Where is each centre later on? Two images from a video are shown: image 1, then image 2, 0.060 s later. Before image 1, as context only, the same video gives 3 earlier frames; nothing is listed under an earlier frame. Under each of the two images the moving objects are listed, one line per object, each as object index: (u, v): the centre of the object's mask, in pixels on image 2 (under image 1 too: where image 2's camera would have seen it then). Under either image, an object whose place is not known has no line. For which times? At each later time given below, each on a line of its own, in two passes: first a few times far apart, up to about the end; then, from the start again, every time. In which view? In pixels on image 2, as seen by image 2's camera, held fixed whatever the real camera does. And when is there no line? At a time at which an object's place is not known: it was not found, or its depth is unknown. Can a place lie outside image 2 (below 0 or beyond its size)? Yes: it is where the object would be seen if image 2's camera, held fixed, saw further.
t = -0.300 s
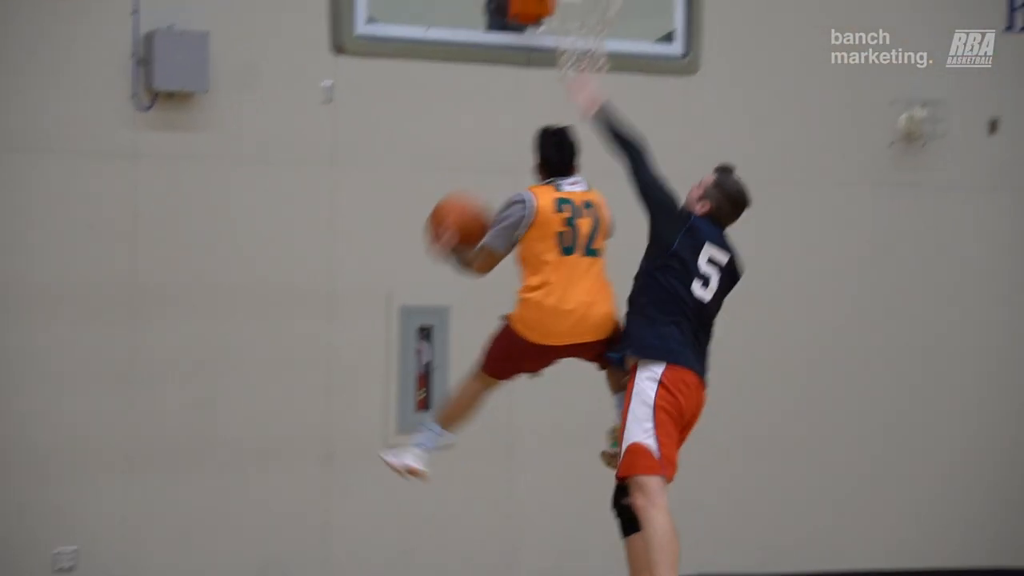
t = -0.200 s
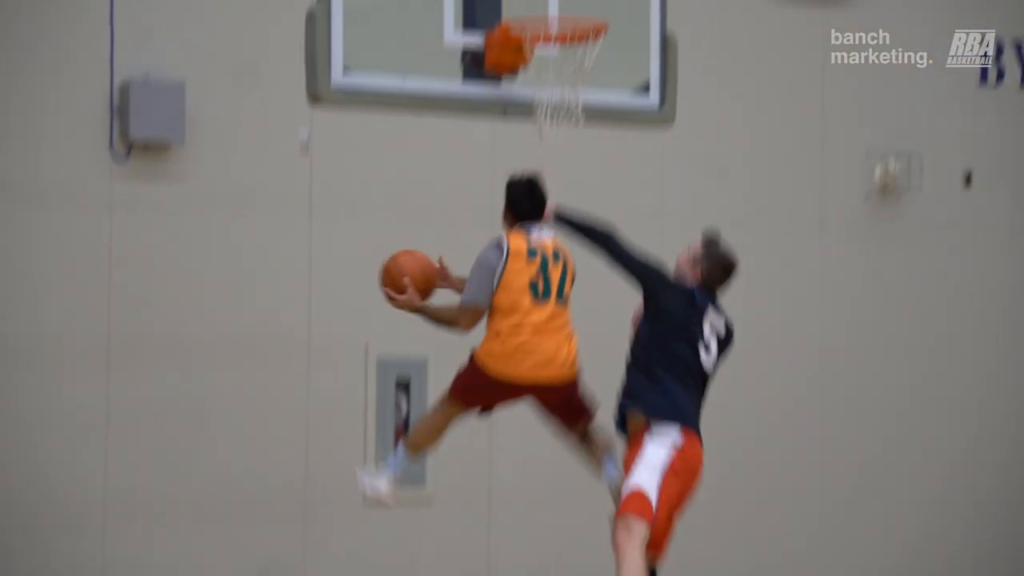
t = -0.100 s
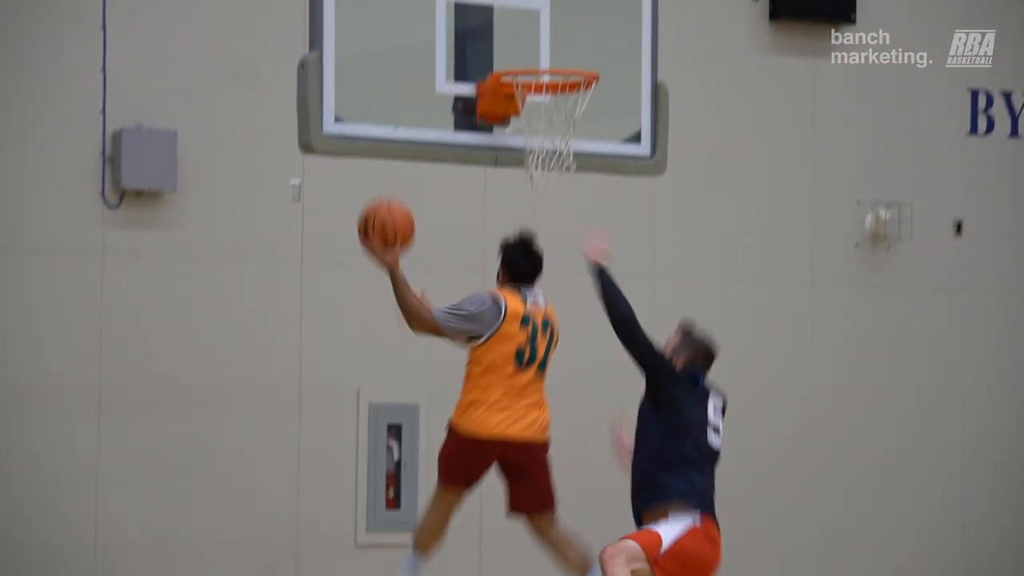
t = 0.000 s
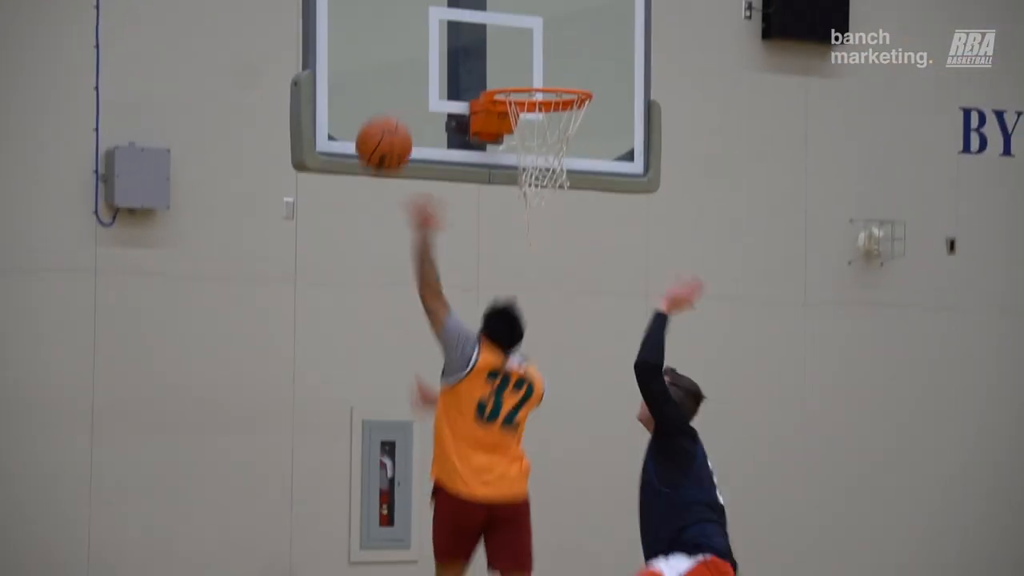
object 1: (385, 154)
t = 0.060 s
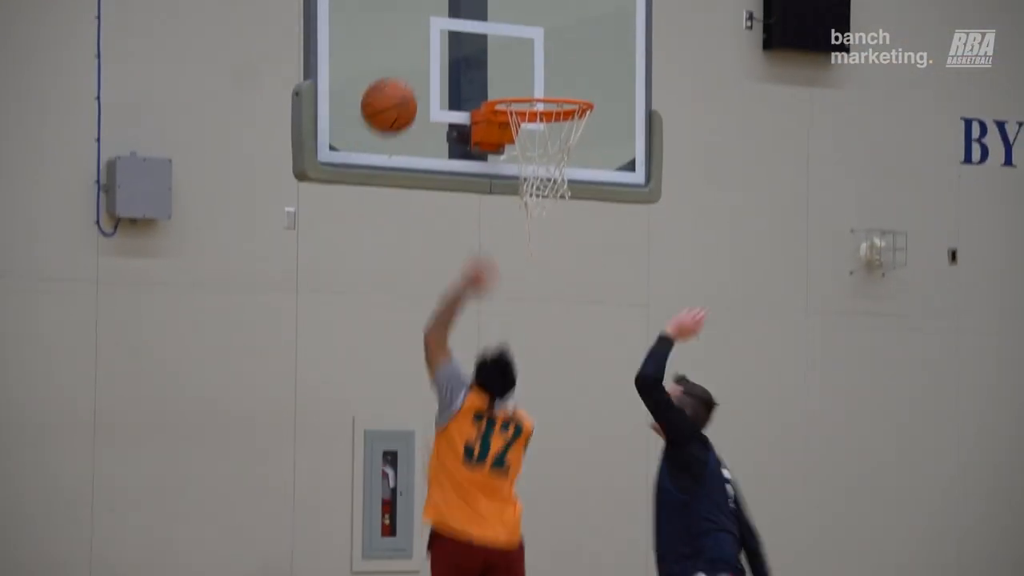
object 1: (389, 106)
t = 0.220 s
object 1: (401, 20)
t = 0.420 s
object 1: (475, 23)
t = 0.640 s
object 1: (536, 59)
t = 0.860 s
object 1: (560, 81)
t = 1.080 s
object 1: (547, 153)
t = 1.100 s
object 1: (546, 163)
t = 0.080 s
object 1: (390, 92)
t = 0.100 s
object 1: (391, 79)
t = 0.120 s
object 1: (392, 66)
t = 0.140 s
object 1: (393, 54)
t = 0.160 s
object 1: (395, 44)
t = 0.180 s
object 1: (396, 34)
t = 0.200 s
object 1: (397, 25)
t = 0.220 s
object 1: (401, 20)
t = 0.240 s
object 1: (408, 16)
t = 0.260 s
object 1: (416, 13)
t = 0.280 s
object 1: (423, 11)
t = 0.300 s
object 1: (430, 10)
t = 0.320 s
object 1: (438, 10)
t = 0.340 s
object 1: (445, 11)
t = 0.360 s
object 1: (452, 12)
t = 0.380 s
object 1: (460, 15)
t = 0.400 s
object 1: (468, 19)
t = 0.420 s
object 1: (475, 23)
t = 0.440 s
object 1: (483, 28)
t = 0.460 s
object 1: (491, 35)
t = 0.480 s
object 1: (499, 42)
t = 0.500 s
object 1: (506, 51)
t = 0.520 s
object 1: (513, 60)
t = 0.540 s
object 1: (520, 69)
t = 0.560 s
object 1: (525, 71)
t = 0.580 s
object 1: (528, 67)
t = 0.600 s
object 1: (530, 64)
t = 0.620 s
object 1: (533, 61)
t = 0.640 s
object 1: (536, 59)
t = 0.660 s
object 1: (538, 58)
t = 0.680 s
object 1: (541, 58)
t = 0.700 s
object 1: (544, 59)
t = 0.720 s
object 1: (546, 60)
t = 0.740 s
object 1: (549, 63)
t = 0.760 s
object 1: (551, 66)
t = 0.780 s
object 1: (554, 70)
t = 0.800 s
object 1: (556, 74)
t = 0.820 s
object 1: (559, 78)
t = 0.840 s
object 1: (561, 80)
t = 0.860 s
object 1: (560, 81)
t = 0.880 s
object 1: (558, 82)
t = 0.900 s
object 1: (557, 89)
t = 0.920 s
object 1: (556, 95)
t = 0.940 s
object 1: (555, 98)
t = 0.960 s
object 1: (554, 105)
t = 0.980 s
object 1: (553, 110)
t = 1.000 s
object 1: (552, 122)
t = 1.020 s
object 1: (553, 125)
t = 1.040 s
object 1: (550, 133)
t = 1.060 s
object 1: (549, 143)
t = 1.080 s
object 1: (547, 153)
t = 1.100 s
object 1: (546, 163)
